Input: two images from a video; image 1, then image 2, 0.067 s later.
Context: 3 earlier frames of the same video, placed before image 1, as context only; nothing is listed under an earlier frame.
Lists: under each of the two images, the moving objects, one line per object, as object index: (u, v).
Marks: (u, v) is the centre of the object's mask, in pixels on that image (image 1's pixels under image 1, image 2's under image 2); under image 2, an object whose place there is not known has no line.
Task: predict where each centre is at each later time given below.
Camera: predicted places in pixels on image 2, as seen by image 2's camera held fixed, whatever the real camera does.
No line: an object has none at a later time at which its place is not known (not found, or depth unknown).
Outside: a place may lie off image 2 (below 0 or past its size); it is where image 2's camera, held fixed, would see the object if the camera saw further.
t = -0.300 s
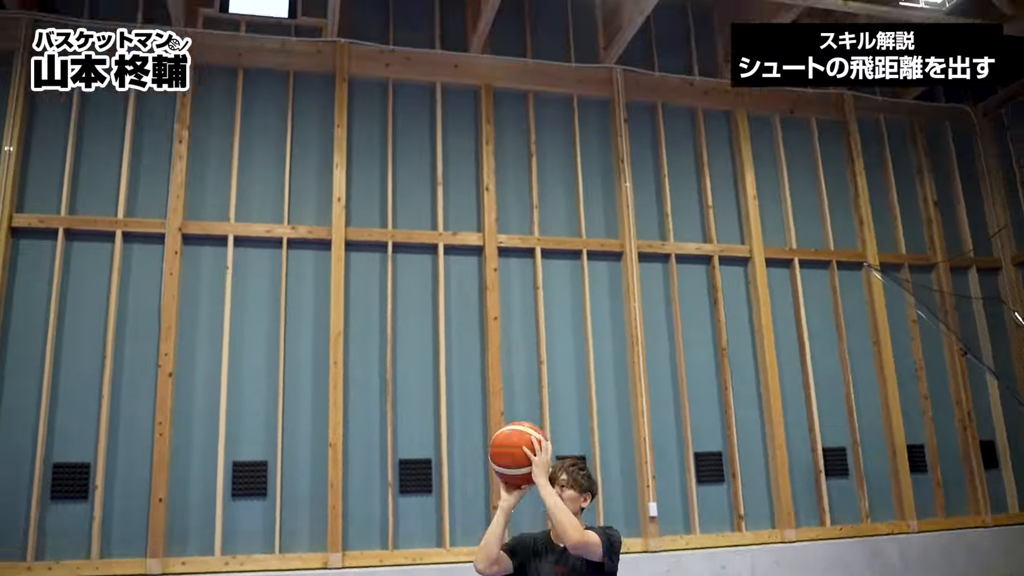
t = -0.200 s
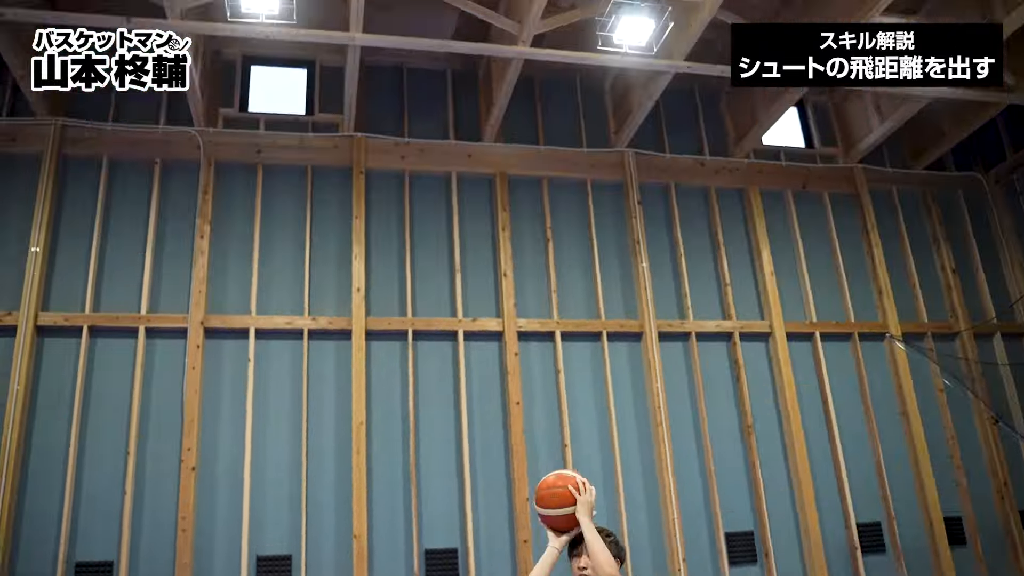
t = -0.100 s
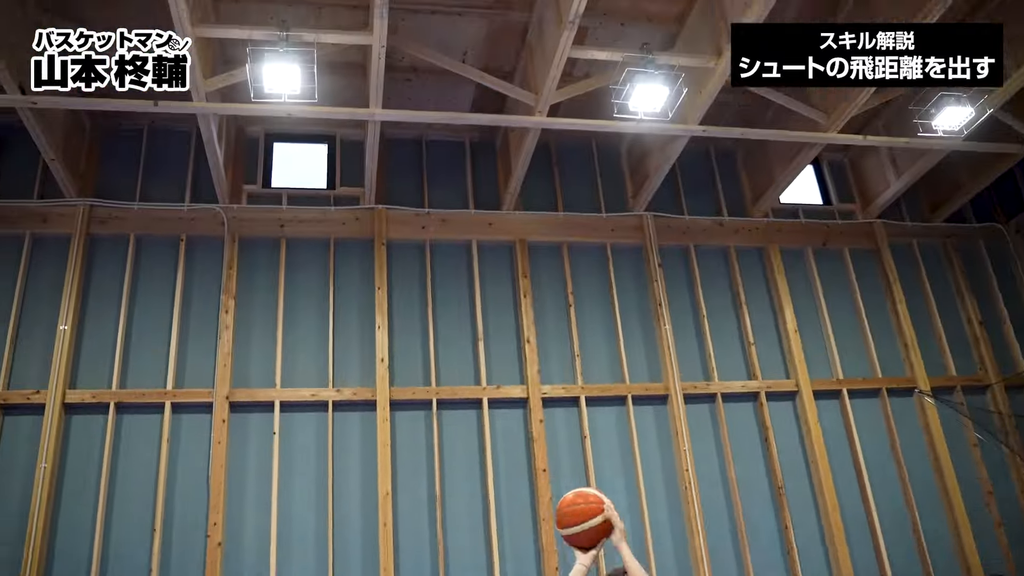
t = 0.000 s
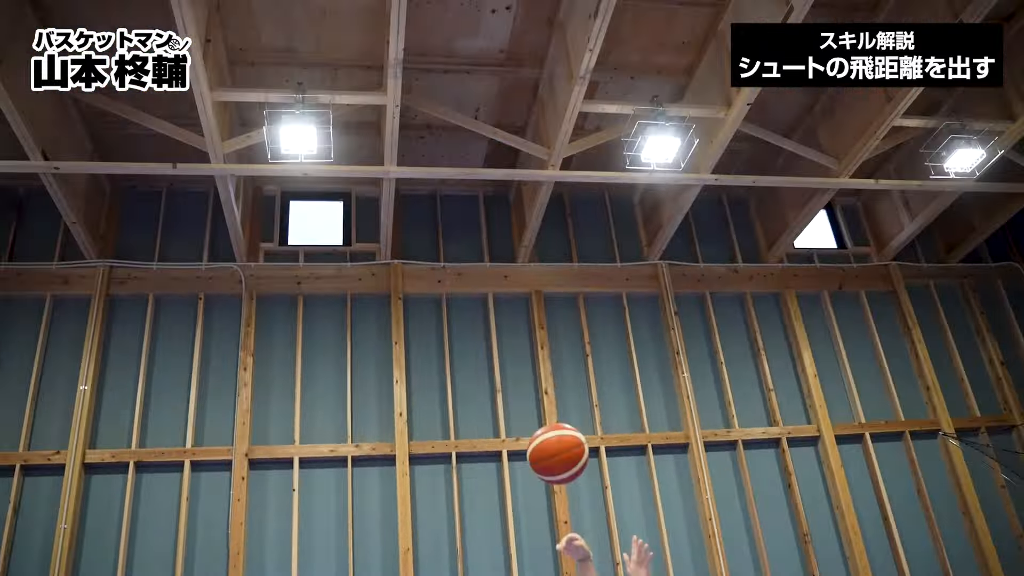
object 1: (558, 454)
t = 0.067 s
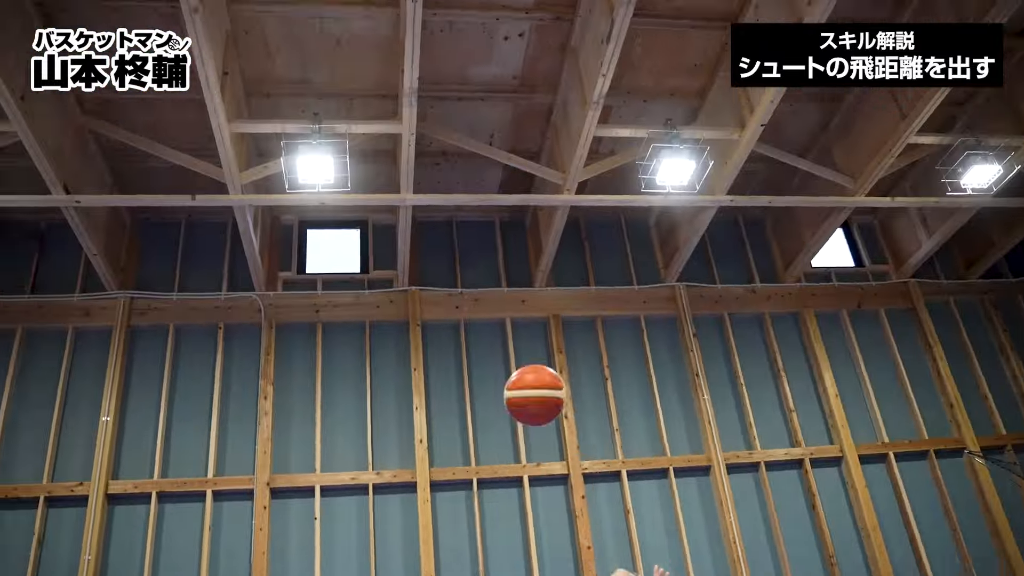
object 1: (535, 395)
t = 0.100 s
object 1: (512, 356)
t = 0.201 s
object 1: (446, 250)
